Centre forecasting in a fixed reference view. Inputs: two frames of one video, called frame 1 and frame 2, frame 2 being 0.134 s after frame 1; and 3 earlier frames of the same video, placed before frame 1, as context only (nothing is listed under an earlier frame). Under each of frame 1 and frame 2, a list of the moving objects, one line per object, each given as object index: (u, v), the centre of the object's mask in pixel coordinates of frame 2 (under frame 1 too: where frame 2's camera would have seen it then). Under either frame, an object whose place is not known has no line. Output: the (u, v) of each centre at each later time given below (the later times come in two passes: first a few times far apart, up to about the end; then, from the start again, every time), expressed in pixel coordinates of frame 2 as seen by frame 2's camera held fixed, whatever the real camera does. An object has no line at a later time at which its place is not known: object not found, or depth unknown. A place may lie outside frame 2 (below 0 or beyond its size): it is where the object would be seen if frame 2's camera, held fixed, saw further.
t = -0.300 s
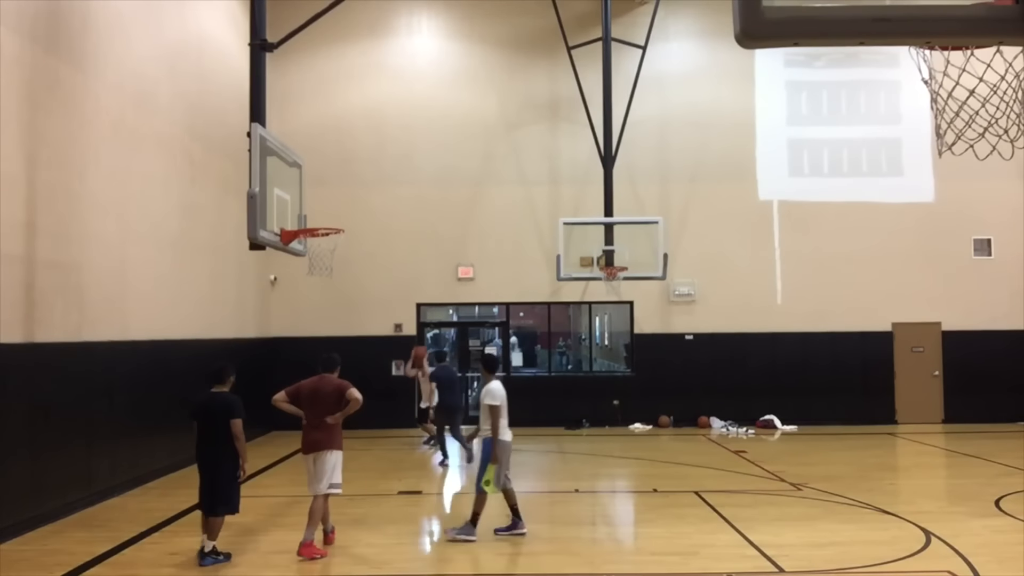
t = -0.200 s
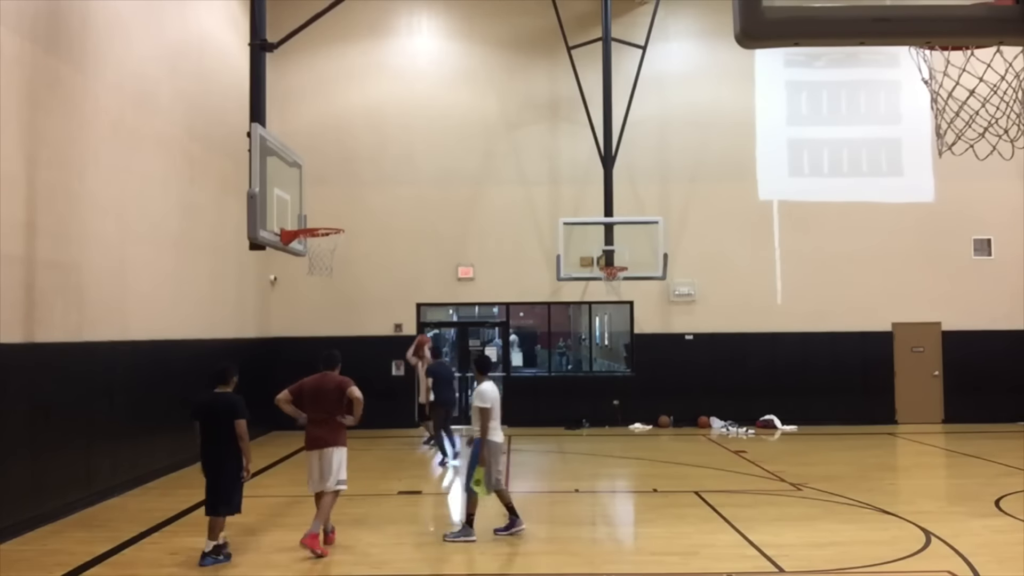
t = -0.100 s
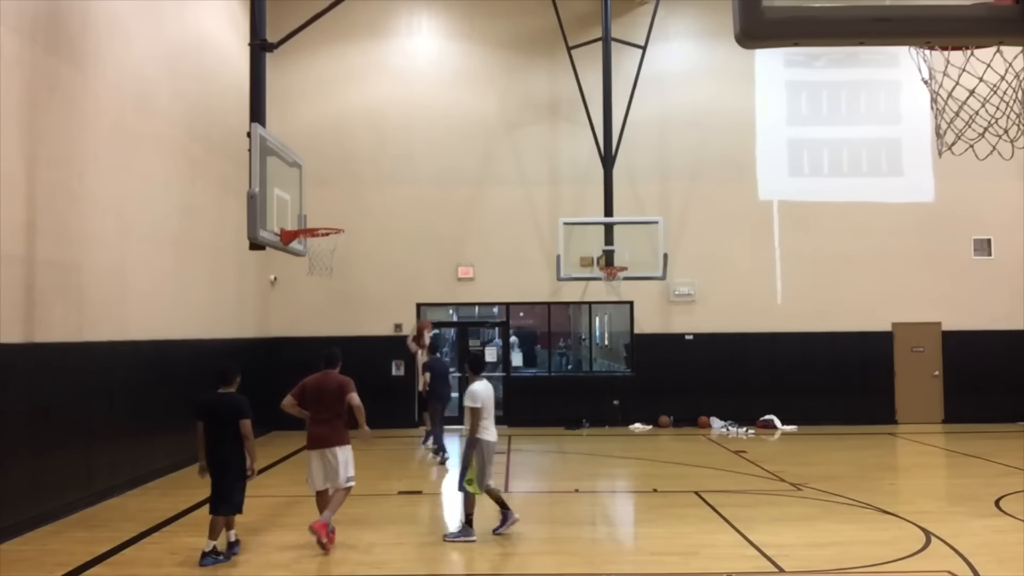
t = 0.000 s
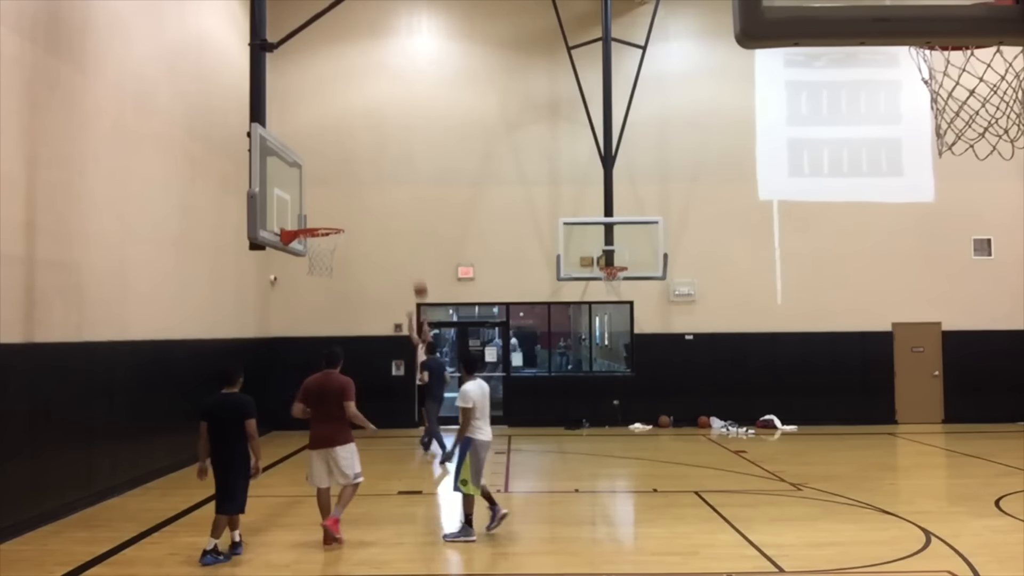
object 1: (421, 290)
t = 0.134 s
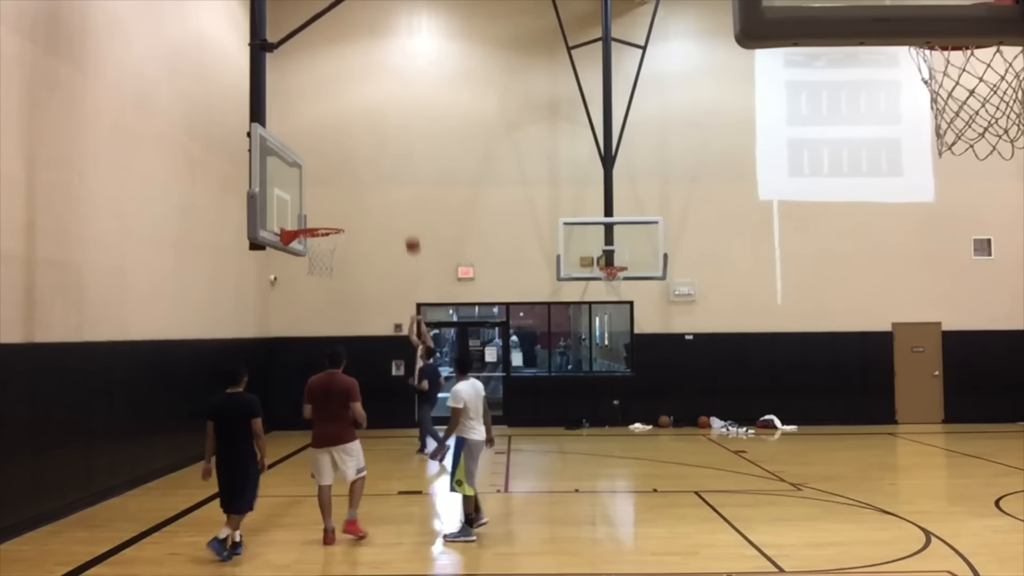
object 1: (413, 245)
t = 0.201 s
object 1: (409, 225)
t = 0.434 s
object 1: (393, 169)
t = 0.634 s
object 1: (379, 145)
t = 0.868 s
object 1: (357, 151)
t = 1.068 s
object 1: (335, 194)
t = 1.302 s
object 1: (311, 265)
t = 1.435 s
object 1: (302, 299)
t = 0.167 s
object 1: (410, 234)
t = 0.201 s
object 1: (409, 225)
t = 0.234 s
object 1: (406, 215)
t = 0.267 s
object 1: (404, 206)
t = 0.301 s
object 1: (402, 197)
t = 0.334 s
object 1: (400, 189)
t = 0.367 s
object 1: (398, 182)
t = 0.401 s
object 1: (396, 175)
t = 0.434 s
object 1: (393, 169)
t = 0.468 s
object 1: (391, 163)
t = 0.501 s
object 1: (389, 158)
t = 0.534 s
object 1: (386, 154)
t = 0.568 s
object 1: (384, 150)
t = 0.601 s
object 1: (381, 147)
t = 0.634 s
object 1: (379, 145)
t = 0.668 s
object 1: (376, 143)
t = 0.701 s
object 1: (373, 143)
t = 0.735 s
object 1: (370, 143)
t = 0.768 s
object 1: (367, 143)
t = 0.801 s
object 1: (364, 145)
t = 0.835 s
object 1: (361, 147)
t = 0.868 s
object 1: (357, 151)
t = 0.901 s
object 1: (354, 155)
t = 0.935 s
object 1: (351, 160)
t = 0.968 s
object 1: (347, 167)
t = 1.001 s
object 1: (343, 175)
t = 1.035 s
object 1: (339, 184)
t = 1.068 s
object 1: (335, 194)
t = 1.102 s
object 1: (331, 205)
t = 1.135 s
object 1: (327, 216)
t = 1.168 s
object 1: (324, 228)
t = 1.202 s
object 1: (317, 250)
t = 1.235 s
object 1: (315, 254)
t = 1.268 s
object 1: (313, 259)
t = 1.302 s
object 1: (311, 265)
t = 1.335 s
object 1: (309, 272)
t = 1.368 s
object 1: (306, 280)
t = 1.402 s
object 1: (304, 289)
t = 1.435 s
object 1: (302, 299)
